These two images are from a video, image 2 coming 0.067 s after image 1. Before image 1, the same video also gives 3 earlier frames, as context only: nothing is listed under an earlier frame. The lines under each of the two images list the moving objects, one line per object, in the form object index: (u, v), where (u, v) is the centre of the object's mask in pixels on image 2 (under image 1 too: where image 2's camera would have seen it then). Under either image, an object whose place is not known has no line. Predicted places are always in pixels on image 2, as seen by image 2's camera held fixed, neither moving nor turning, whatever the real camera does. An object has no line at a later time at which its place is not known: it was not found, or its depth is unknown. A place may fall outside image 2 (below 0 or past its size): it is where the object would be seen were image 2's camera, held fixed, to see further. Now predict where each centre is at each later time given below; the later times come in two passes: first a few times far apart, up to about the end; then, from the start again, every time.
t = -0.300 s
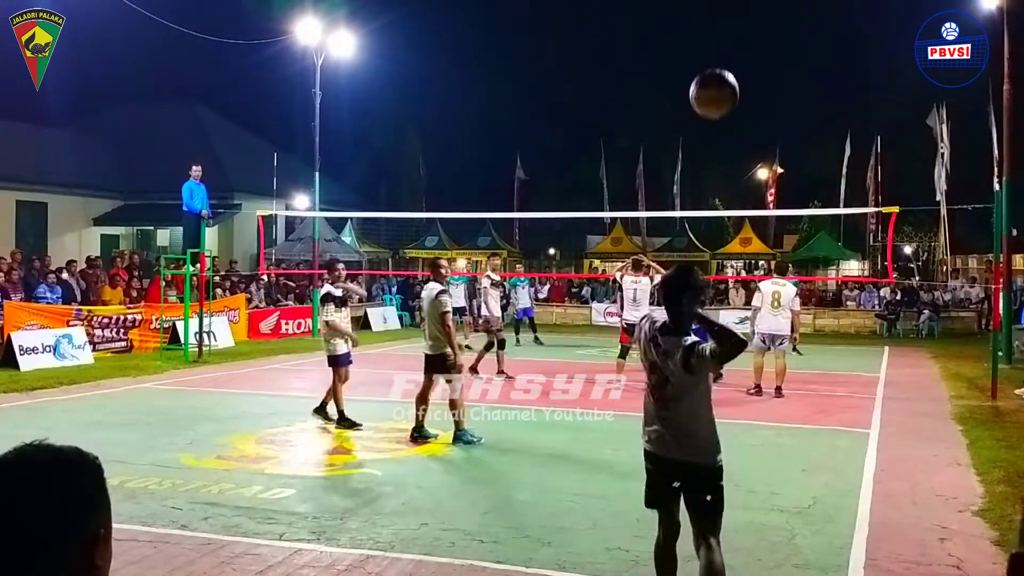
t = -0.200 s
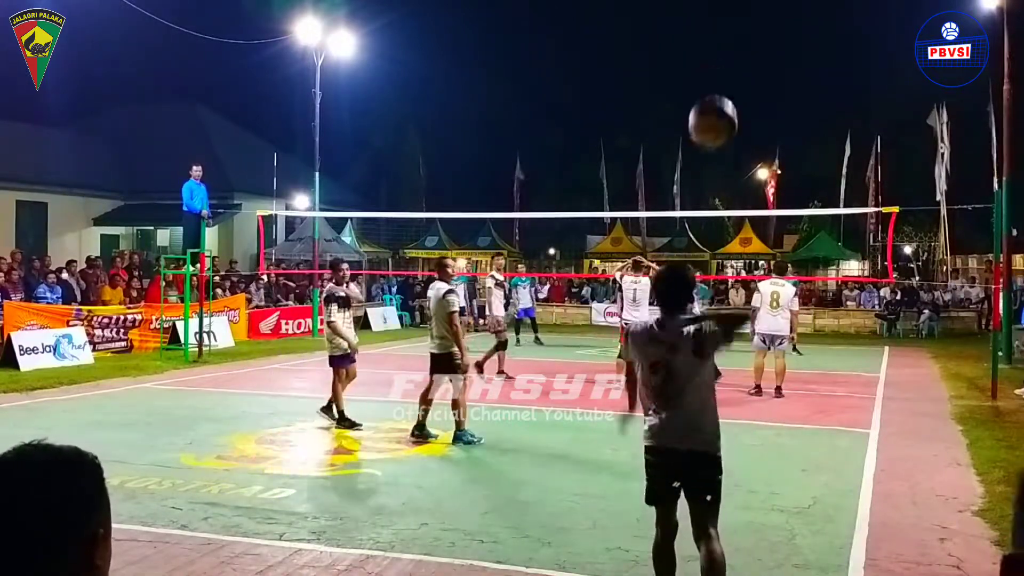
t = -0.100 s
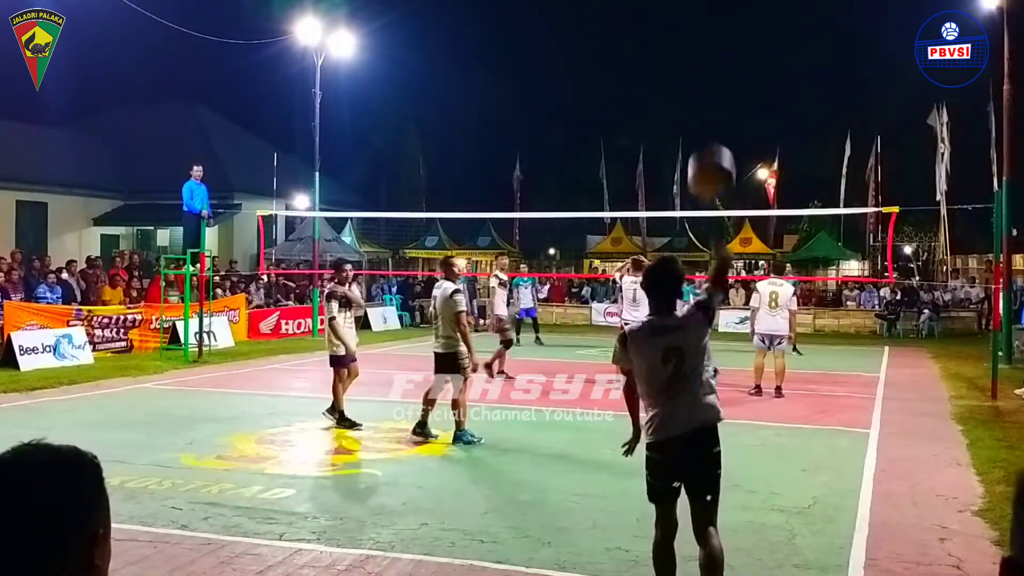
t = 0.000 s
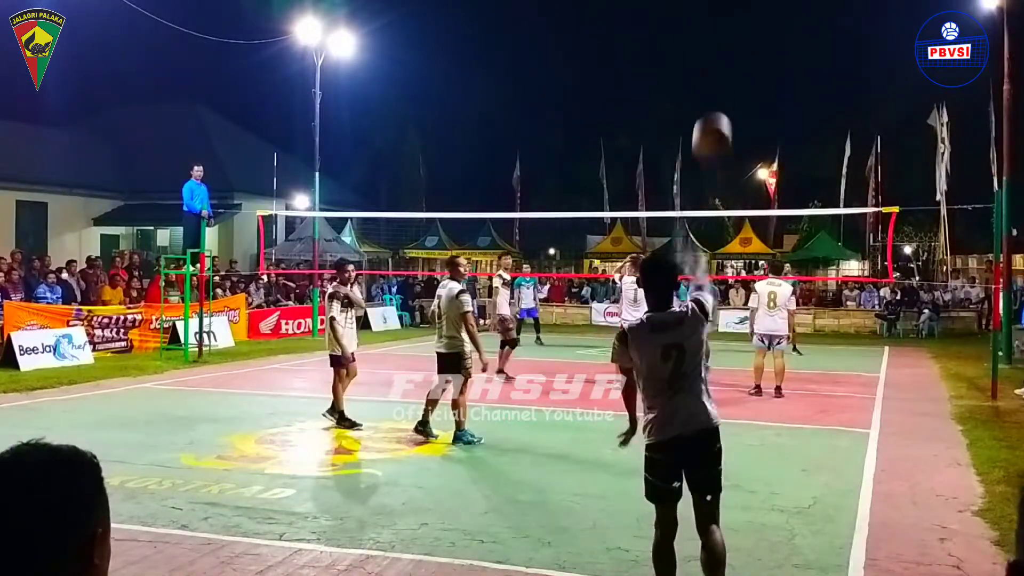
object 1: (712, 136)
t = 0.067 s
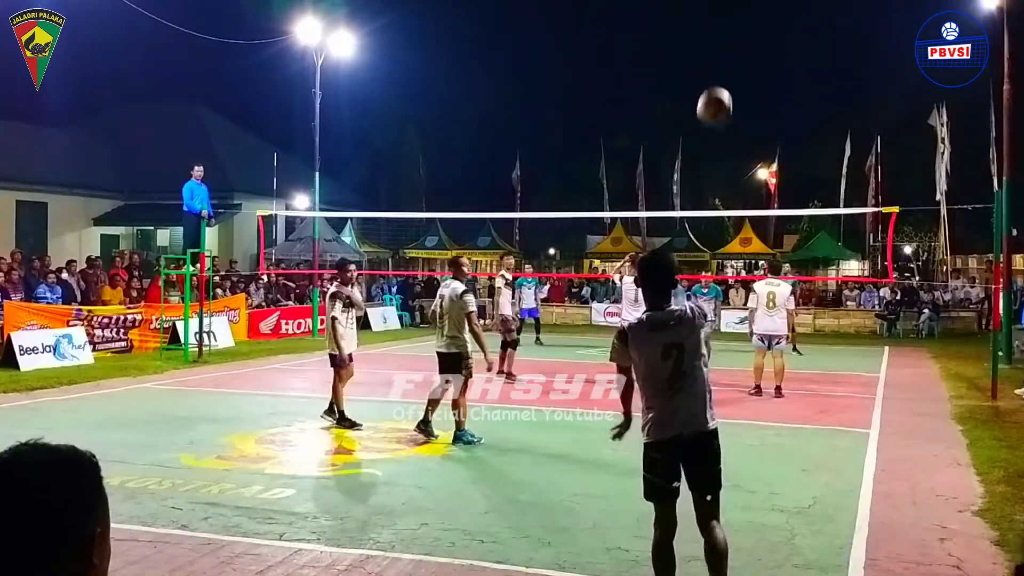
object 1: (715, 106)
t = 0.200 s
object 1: (720, 79)
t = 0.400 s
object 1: (729, 81)
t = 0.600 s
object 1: (738, 112)
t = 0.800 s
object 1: (739, 158)
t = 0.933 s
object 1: (739, 195)
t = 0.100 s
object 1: (716, 97)
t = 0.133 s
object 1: (717, 89)
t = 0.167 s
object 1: (719, 83)
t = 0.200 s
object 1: (720, 79)
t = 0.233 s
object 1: (721, 77)
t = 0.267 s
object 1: (722, 76)
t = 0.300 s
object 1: (724, 76)
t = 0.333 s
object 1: (726, 77)
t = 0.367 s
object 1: (727, 78)
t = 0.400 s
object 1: (729, 81)
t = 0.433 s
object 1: (731, 84)
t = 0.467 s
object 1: (733, 89)
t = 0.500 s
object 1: (734, 94)
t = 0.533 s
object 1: (736, 99)
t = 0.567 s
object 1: (737, 105)
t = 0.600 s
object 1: (738, 112)
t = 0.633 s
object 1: (738, 119)
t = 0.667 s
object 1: (739, 126)
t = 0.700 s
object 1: (739, 134)
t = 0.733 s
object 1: (739, 142)
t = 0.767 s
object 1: (739, 150)
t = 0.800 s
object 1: (739, 158)
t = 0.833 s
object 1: (739, 167)
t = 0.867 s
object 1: (739, 176)
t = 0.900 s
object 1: (739, 186)
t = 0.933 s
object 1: (739, 195)
